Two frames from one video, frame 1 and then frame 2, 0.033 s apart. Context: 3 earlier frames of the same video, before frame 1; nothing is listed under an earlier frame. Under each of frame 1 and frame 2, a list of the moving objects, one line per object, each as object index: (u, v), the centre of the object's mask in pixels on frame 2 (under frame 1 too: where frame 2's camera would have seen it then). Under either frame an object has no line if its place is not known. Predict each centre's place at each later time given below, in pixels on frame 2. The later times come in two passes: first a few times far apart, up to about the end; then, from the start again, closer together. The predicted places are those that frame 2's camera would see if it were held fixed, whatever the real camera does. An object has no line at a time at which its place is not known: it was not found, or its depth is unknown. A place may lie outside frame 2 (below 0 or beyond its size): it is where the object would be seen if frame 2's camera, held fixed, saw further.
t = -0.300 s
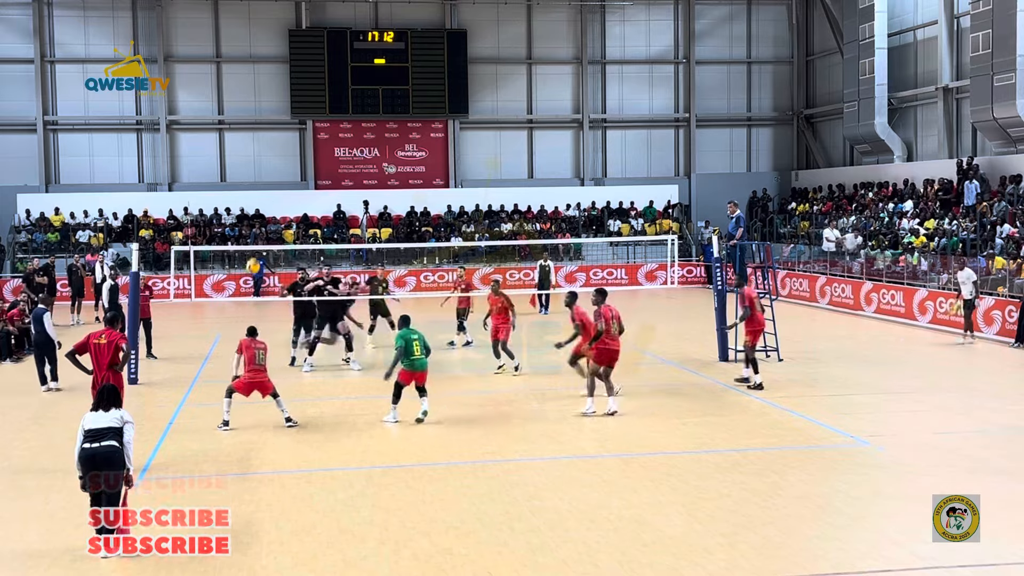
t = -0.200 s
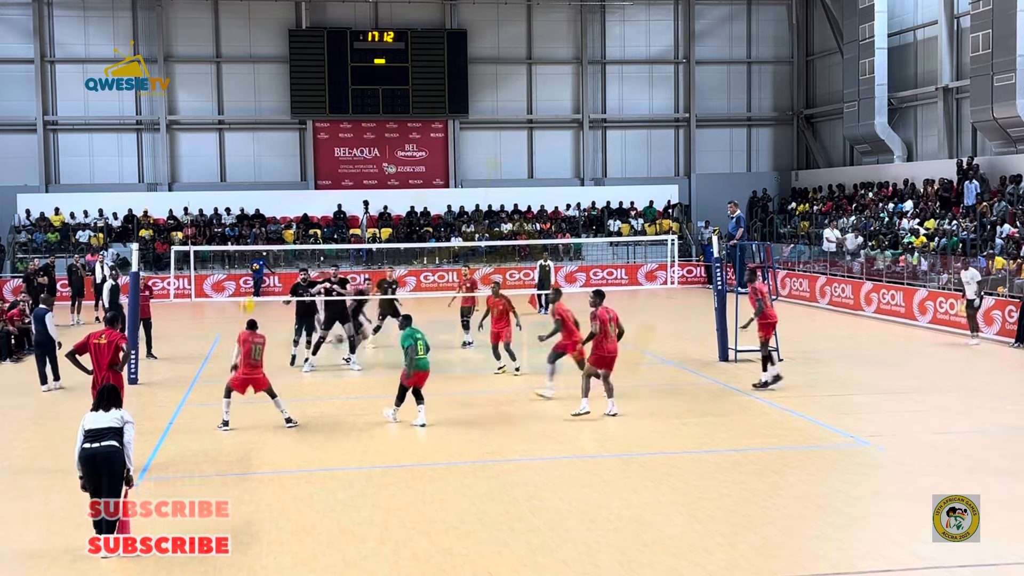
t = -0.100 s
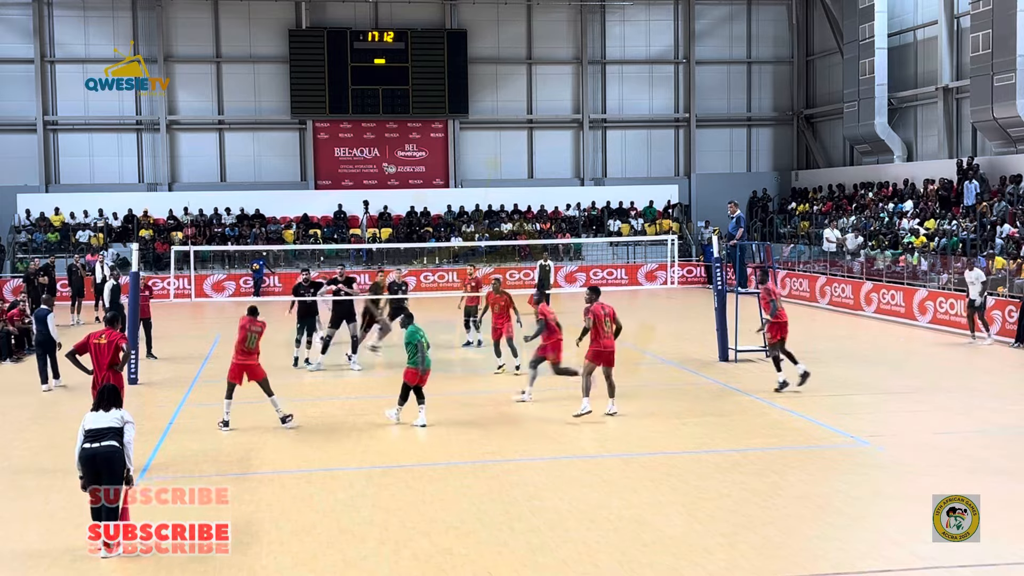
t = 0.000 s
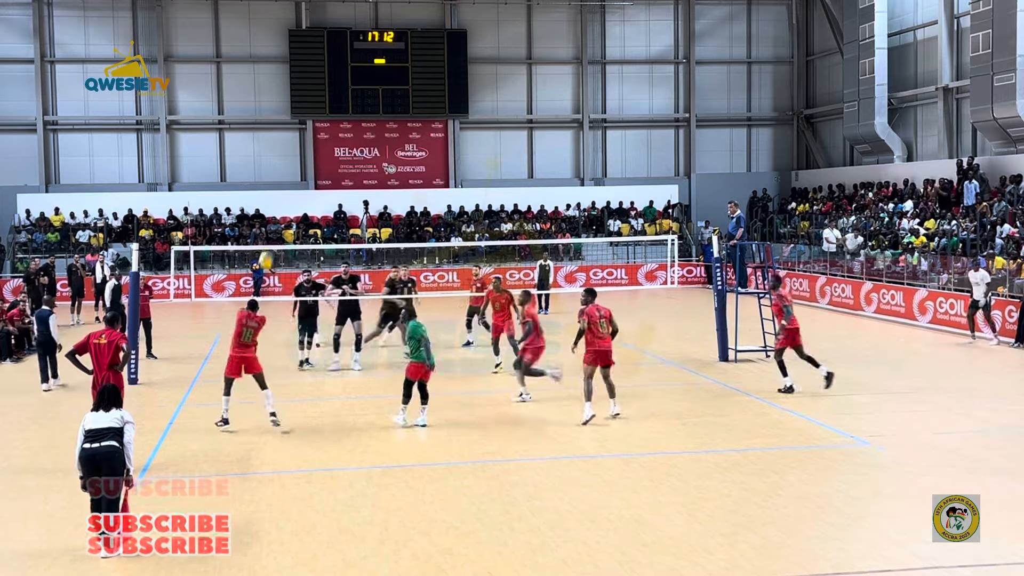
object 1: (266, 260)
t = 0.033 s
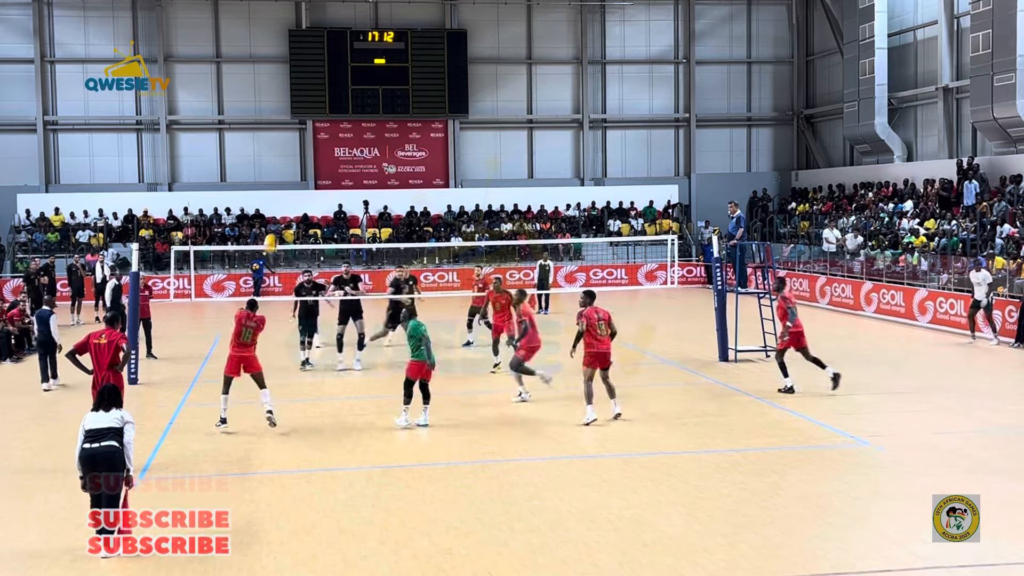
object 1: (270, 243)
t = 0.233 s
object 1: (298, 161)
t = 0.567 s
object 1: (340, 91)
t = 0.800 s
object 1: (368, 86)
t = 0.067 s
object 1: (275, 228)
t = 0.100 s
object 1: (281, 213)
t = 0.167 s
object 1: (290, 184)
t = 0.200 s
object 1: (294, 172)
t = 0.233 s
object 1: (298, 161)
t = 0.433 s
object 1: (324, 110)
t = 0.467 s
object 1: (328, 104)
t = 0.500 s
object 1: (332, 99)
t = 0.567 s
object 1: (340, 91)
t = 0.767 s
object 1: (363, 85)
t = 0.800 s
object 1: (368, 86)
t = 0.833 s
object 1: (371, 88)
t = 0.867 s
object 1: (375, 90)
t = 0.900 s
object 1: (379, 93)
